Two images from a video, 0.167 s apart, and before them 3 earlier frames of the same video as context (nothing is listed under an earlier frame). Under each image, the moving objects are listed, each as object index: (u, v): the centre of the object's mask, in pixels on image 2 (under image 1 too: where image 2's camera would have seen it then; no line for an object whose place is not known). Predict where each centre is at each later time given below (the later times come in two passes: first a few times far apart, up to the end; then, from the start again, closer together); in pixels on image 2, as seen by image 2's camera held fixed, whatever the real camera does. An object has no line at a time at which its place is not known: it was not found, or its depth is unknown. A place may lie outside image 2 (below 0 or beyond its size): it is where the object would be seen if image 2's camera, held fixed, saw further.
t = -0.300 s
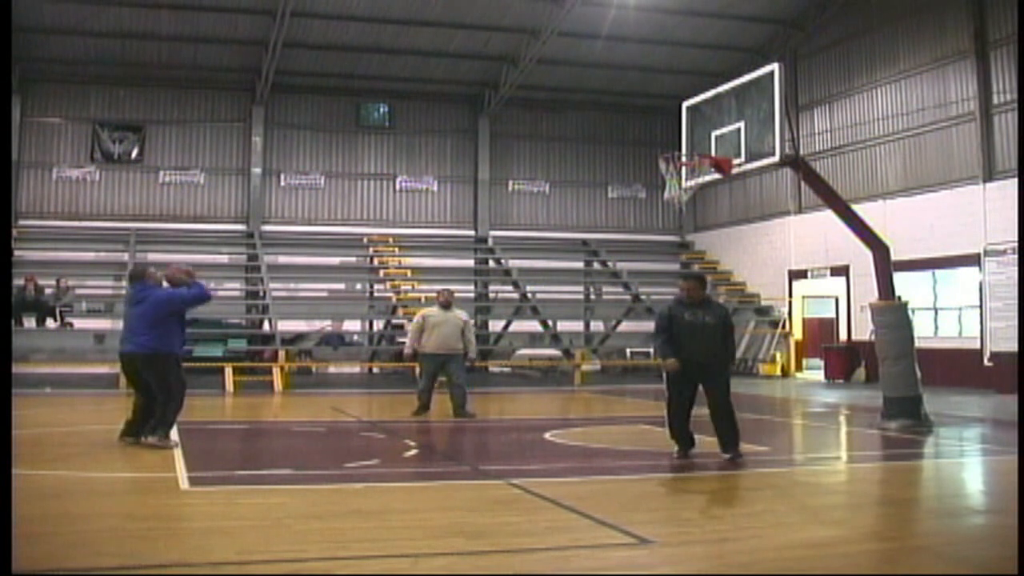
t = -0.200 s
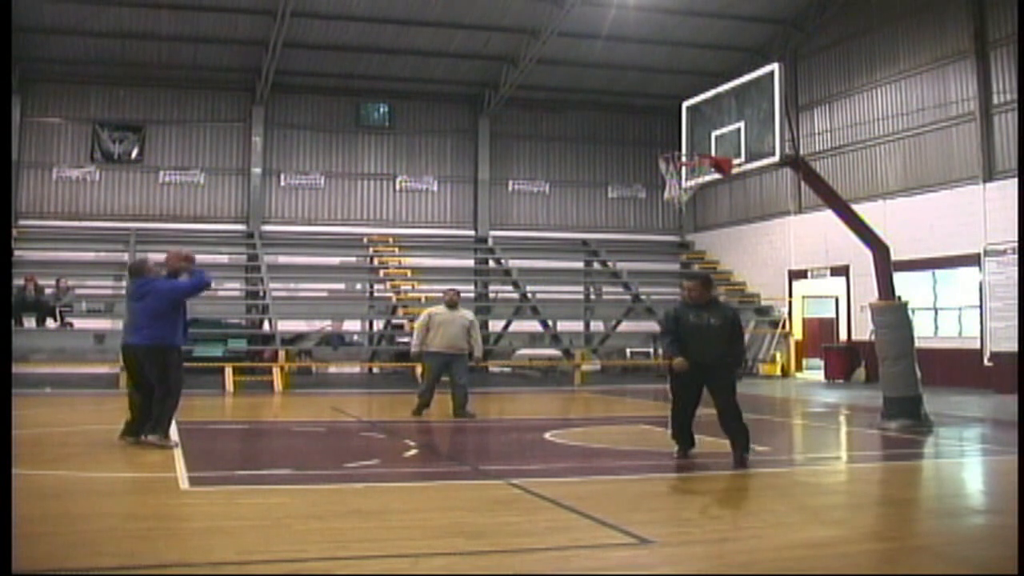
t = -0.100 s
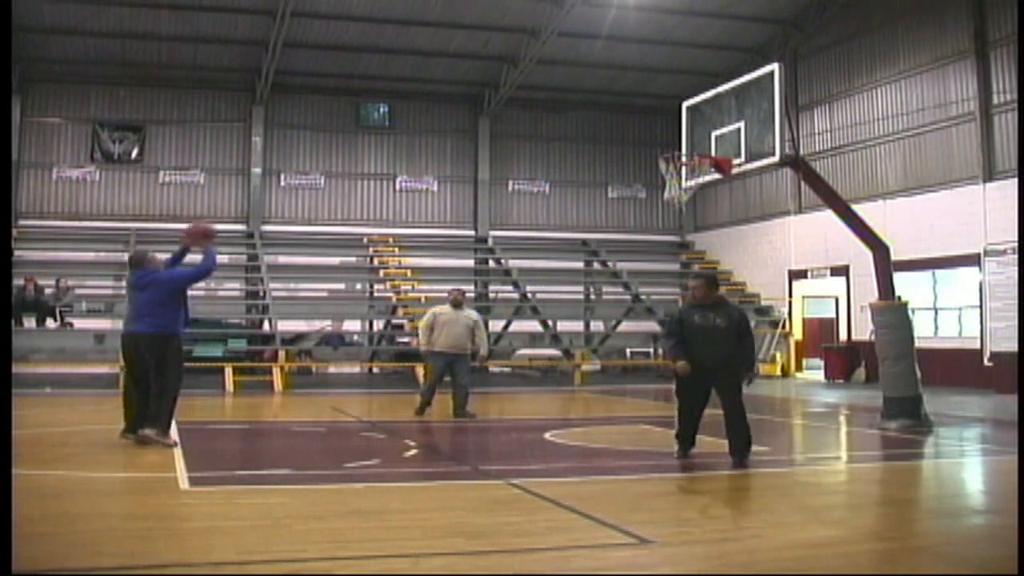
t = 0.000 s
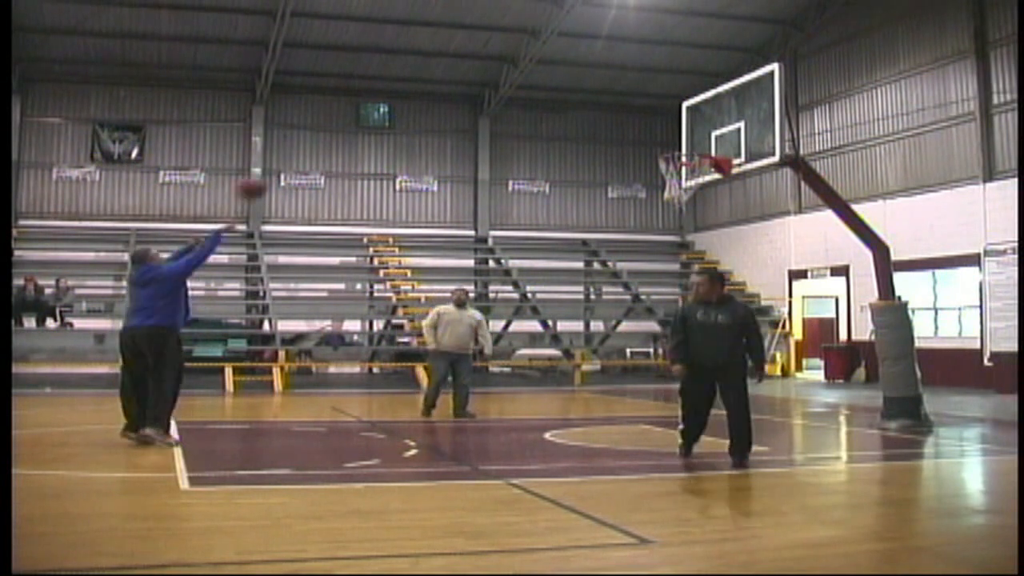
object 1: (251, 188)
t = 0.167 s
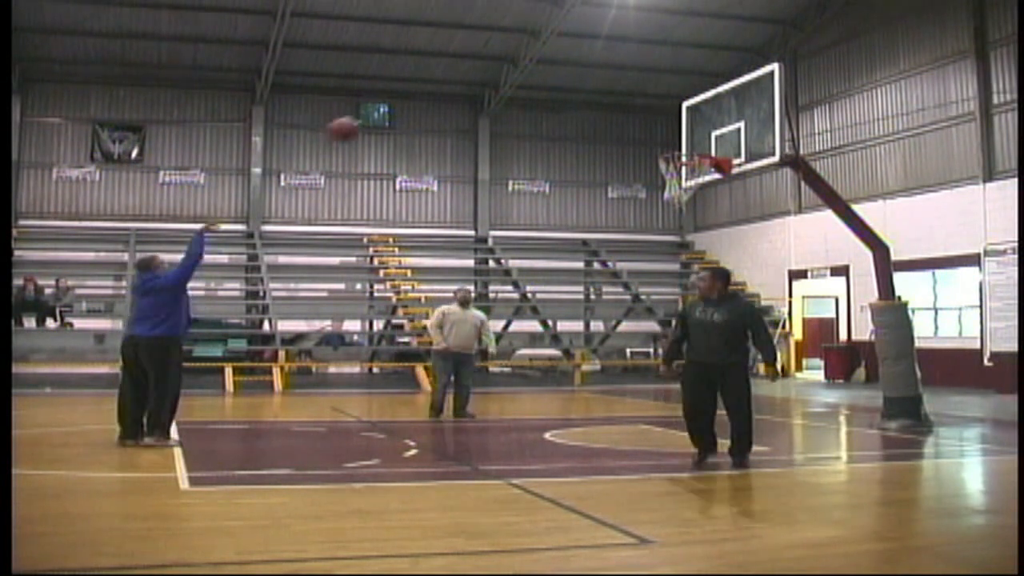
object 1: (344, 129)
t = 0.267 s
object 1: (396, 108)
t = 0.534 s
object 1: (527, 97)
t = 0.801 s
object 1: (646, 147)
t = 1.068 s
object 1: (561, 138)
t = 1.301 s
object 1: (481, 179)
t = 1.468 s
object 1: (422, 240)
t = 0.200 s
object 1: (359, 121)
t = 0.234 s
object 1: (377, 115)
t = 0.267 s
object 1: (396, 108)
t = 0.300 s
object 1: (412, 103)
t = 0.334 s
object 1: (429, 99)
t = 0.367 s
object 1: (447, 94)
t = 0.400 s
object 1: (463, 93)
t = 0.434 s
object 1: (479, 93)
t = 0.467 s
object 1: (496, 93)
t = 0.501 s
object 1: (510, 95)
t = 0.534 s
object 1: (527, 97)
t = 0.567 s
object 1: (543, 100)
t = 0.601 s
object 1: (559, 105)
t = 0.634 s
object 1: (574, 109)
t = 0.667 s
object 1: (589, 115)
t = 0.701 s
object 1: (604, 121)
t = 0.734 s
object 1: (618, 129)
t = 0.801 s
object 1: (646, 147)
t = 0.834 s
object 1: (639, 145)
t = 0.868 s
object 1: (628, 141)
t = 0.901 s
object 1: (615, 138)
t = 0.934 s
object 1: (605, 136)
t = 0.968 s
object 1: (594, 135)
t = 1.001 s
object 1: (583, 135)
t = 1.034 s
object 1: (572, 136)
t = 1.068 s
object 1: (561, 138)
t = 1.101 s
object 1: (549, 141)
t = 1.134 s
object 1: (538, 144)
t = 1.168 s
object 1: (527, 149)
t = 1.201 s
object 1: (515, 155)
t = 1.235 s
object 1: (505, 162)
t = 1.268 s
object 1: (494, 170)
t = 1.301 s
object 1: (481, 179)
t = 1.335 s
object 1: (470, 189)
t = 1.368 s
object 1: (458, 200)
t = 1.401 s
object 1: (447, 213)
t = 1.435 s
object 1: (435, 227)
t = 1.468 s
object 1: (422, 240)
